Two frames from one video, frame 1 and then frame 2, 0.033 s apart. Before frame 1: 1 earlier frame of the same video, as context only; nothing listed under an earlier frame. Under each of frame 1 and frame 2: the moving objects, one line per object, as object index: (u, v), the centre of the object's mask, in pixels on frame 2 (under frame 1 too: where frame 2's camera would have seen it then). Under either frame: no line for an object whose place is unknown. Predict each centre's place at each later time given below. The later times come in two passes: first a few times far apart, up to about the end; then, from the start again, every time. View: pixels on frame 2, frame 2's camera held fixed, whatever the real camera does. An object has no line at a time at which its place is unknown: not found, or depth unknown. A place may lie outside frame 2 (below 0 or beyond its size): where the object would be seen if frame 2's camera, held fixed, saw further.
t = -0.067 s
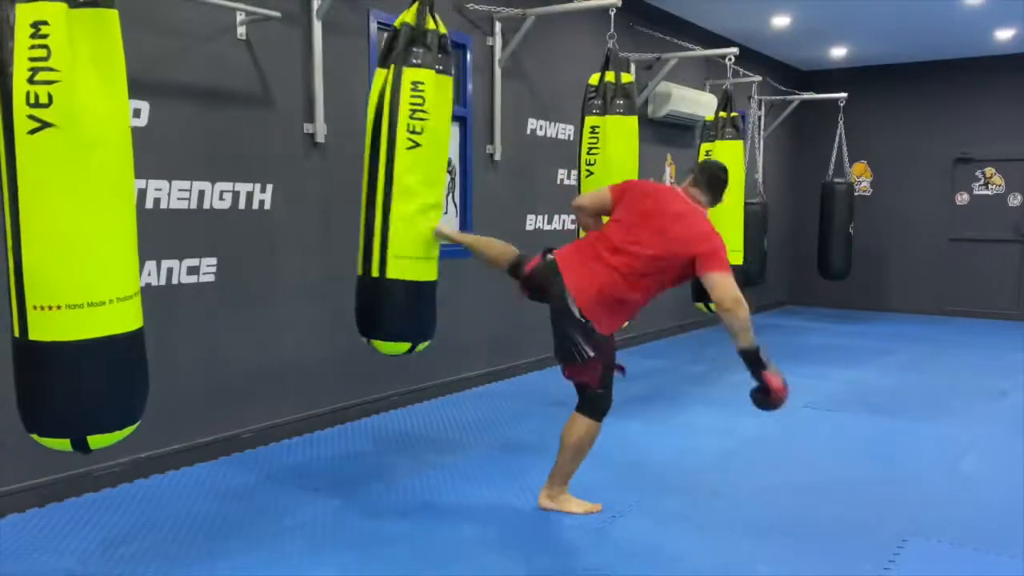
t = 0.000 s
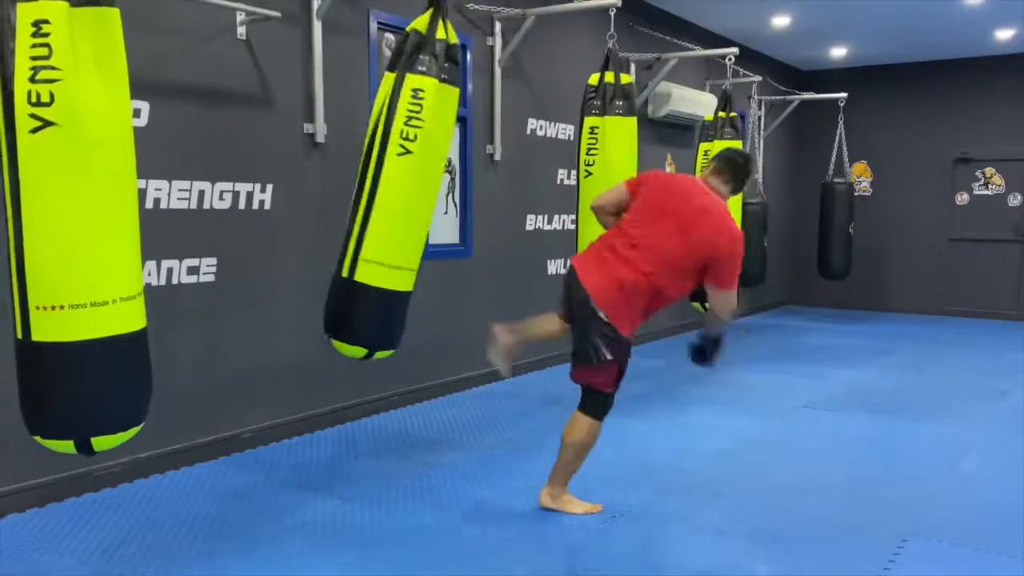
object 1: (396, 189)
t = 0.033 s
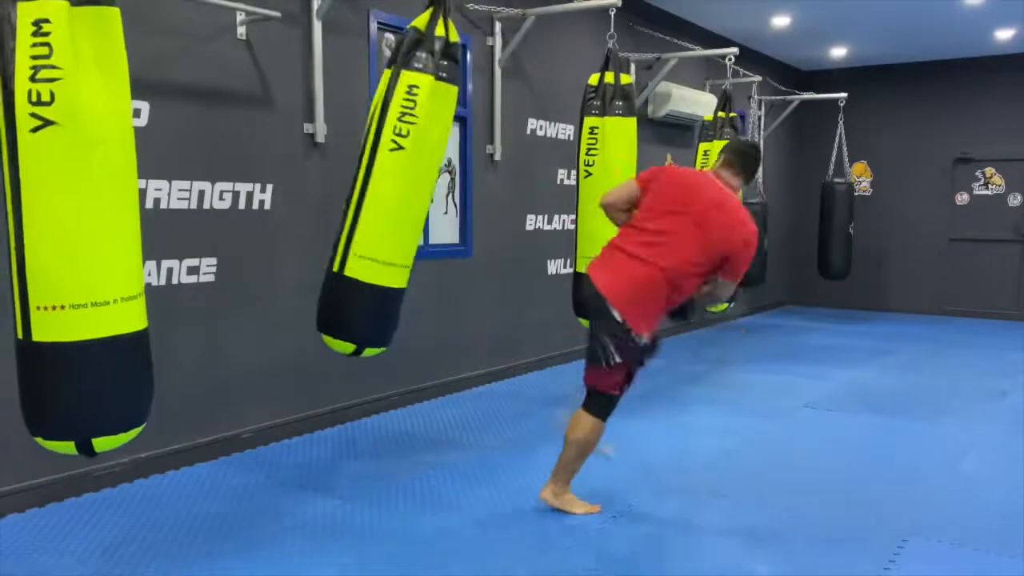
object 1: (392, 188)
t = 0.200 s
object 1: (387, 190)
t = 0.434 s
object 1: (446, 195)
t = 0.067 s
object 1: (386, 189)
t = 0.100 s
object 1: (383, 188)
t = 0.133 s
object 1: (383, 189)
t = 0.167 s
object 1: (384, 189)
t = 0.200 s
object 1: (387, 190)
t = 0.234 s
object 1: (393, 189)
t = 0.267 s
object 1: (399, 191)
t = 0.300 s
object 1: (406, 191)
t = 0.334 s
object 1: (416, 192)
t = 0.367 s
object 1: (426, 194)
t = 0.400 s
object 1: (436, 195)
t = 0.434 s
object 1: (446, 195)
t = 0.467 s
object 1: (457, 195)
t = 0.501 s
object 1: (467, 196)
